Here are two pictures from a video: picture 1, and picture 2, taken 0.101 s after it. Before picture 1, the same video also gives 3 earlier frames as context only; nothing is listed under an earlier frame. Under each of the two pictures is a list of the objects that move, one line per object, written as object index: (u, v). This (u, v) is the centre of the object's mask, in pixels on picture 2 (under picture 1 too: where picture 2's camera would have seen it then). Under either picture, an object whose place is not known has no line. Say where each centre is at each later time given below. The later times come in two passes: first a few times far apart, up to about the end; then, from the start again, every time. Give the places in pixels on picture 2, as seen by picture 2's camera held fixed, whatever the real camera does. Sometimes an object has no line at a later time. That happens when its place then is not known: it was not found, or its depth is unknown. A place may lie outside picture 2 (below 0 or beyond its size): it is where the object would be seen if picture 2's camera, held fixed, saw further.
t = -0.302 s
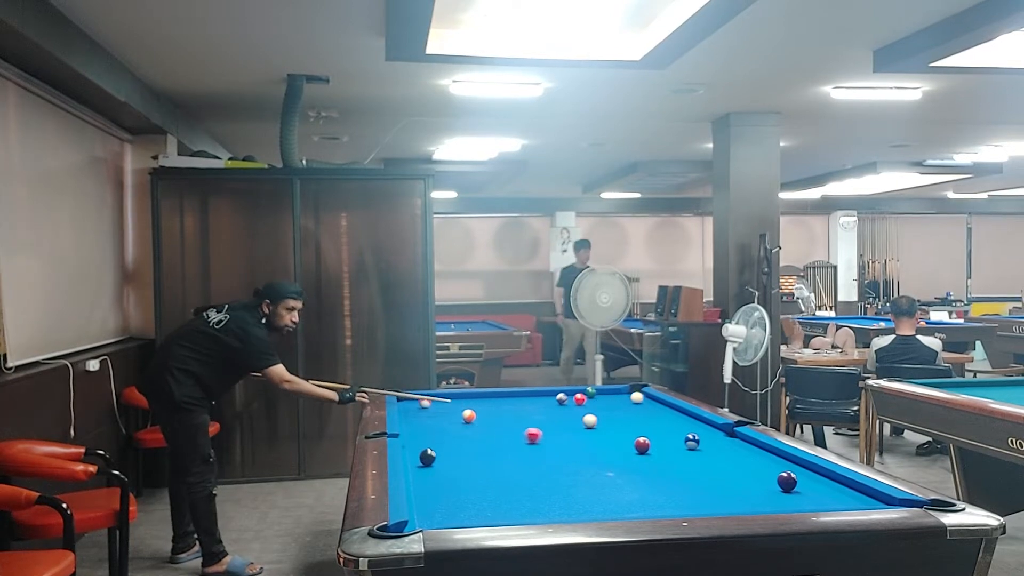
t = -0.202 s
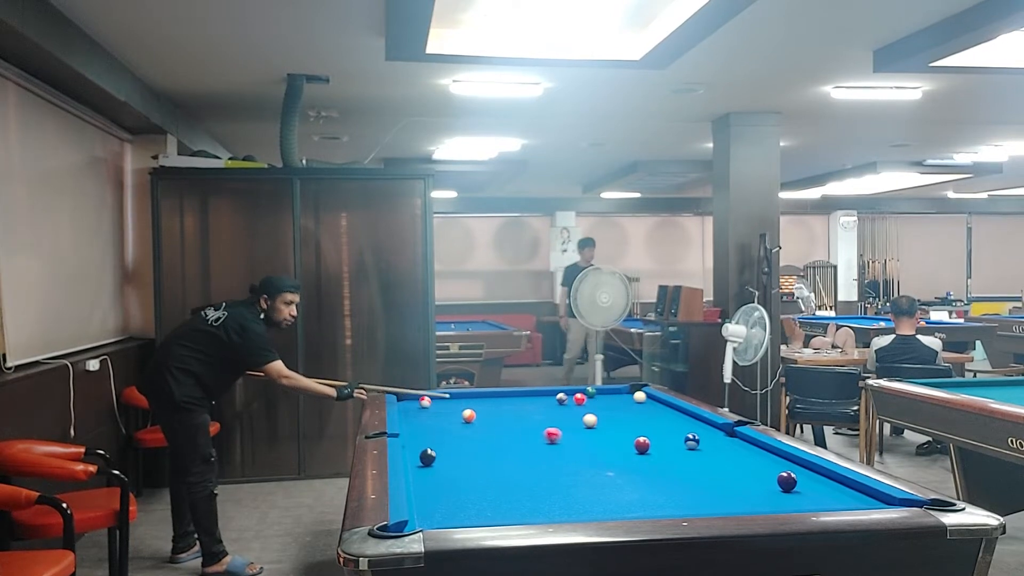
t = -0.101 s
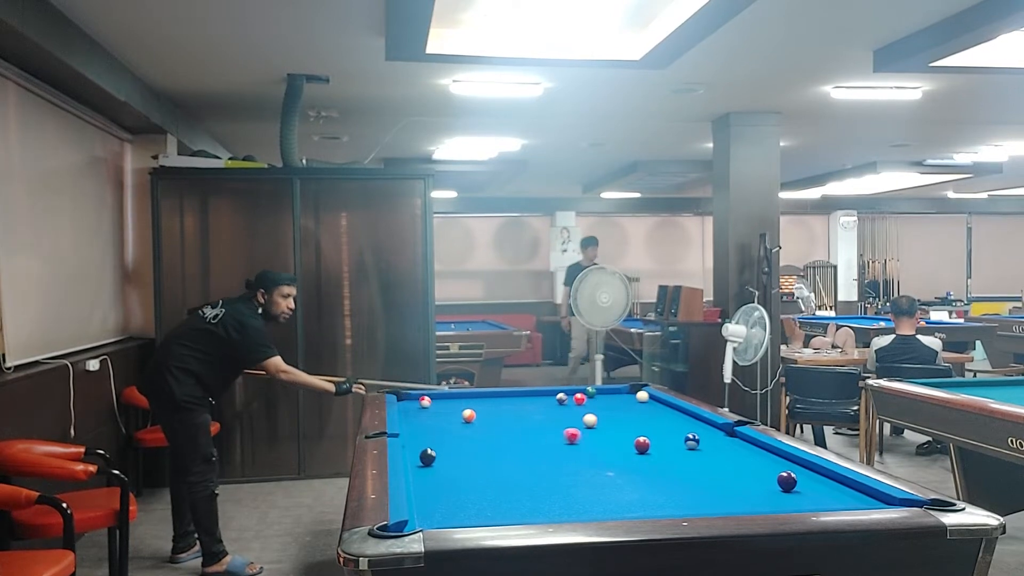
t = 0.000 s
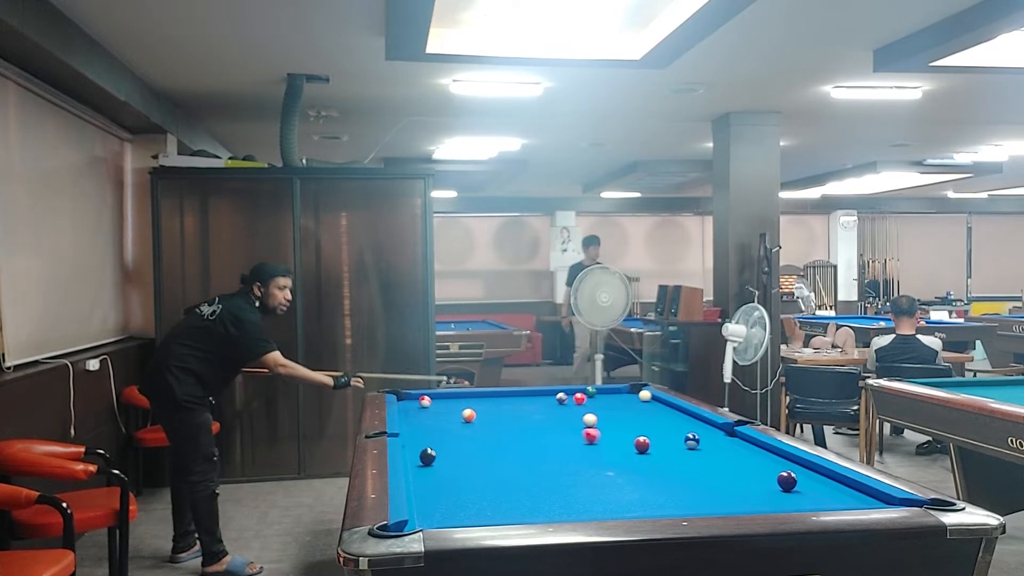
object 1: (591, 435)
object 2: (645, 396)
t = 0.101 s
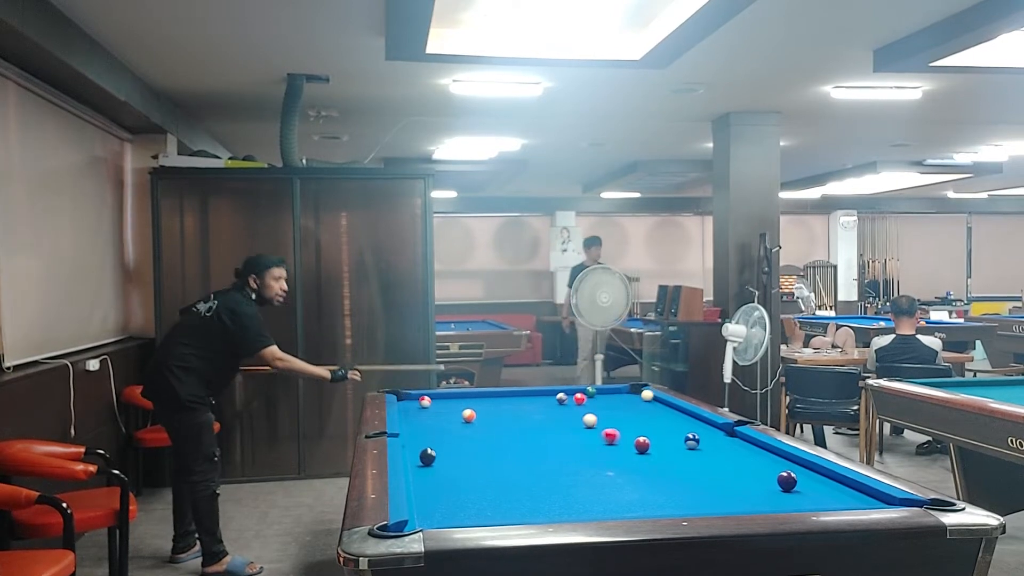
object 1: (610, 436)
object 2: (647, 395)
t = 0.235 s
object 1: (635, 434)
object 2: (644, 394)
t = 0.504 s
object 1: (685, 435)
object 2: (637, 393)
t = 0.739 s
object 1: (733, 438)
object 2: (631, 392)
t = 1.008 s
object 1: (728, 440)
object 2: (625, 391)
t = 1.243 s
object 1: (709, 442)
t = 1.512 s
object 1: (699, 444)
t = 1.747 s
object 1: (690, 447)
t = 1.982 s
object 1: (682, 449)
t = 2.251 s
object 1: (674, 451)
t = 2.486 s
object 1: (666, 454)
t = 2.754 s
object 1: (658, 456)
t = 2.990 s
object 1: (651, 458)
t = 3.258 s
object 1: (643, 460)
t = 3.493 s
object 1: (637, 461)
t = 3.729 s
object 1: (631, 463)
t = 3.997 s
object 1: (625, 465)
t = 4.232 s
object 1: (620, 466)
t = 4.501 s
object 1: (615, 468)
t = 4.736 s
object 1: (610, 469)
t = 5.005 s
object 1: (606, 470)
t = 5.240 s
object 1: (602, 471)
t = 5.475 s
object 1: (600, 471)
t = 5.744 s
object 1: (597, 472)
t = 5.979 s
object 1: (595, 472)
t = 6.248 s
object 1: (593, 472)
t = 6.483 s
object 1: (592, 472)
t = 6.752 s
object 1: (592, 472)
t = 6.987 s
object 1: (592, 472)
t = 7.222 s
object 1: (592, 472)
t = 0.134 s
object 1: (617, 436)
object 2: (646, 395)
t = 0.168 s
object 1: (623, 436)
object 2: (646, 395)
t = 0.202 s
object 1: (629, 436)
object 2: (645, 395)
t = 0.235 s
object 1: (635, 434)
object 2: (644, 394)
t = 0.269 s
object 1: (643, 434)
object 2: (643, 394)
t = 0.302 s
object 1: (650, 435)
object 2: (642, 394)
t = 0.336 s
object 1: (656, 437)
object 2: (641, 394)
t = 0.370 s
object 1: (662, 437)
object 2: (640, 394)
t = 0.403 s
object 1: (668, 437)
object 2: (640, 394)
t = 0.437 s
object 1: (675, 437)
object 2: (639, 394)
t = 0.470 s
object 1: (680, 437)
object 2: (638, 393)
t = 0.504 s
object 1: (685, 435)
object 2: (637, 393)
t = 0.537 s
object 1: (697, 435)
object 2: (636, 393)
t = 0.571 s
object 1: (703, 437)
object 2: (635, 393)
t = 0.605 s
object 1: (708, 438)
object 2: (635, 393)
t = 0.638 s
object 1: (714, 438)
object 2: (634, 393)
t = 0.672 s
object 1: (720, 438)
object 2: (633, 392)
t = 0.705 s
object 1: (727, 438)
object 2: (632, 392)
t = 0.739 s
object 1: (733, 438)
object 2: (631, 392)
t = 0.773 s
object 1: (740, 438)
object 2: (631, 392)
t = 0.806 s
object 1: (745, 438)
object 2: (630, 392)
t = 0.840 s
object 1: (743, 439)
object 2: (629, 392)
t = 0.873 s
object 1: (739, 439)
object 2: (628, 392)
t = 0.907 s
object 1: (737, 439)
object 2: (628, 392)
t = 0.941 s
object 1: (734, 440)
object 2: (627, 391)
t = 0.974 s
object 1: (731, 440)
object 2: (626, 391)
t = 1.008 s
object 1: (728, 440)
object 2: (625, 391)
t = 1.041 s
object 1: (725, 440)
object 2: (625, 391)
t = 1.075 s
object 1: (723, 441)
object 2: (624, 391)
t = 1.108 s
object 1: (720, 441)
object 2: (623, 391)
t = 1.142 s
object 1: (717, 441)
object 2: (623, 391)
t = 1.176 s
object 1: (715, 441)
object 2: (622, 391)
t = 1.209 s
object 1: (712, 442)
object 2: (621, 390)
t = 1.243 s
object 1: (709, 442)
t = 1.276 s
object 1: (707, 442)
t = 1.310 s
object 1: (706, 442)
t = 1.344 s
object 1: (704, 443)
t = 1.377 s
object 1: (703, 443)
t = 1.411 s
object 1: (702, 443)
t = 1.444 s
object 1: (701, 444)
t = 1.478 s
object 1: (700, 444)
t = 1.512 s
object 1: (699, 444)
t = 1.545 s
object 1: (698, 445)
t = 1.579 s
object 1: (696, 445)
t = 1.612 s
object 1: (695, 445)
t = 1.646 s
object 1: (694, 446)
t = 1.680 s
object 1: (693, 446)
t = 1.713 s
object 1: (691, 446)
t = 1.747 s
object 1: (690, 447)
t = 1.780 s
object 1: (689, 447)
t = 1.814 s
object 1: (688, 447)
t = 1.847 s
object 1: (687, 447)
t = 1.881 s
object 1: (686, 448)
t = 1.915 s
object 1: (685, 448)
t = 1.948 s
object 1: (683, 449)
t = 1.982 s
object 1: (682, 449)
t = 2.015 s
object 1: (681, 449)
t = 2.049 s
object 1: (680, 449)
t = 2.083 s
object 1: (679, 450)
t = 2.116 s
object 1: (678, 450)
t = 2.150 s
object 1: (677, 450)
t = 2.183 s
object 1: (676, 451)
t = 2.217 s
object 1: (675, 451)
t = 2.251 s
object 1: (674, 451)
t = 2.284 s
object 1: (672, 452)
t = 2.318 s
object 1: (671, 452)
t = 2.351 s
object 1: (670, 452)
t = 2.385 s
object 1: (669, 453)
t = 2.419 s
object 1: (668, 453)
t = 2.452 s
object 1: (667, 453)
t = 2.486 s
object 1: (666, 454)
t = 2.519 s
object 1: (665, 454)
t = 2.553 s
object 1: (664, 454)
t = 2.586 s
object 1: (663, 454)
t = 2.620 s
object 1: (662, 455)
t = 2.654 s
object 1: (661, 455)
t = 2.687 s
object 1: (660, 455)
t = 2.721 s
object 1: (659, 455)
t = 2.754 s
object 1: (658, 456)
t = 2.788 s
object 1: (657, 456)
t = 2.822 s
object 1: (656, 456)
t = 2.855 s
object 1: (655, 457)
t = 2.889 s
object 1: (654, 457)
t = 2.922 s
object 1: (653, 457)
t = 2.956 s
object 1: (652, 457)
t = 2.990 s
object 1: (651, 458)
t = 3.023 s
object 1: (650, 458)
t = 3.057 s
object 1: (649, 458)
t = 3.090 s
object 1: (648, 459)
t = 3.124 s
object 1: (647, 459)
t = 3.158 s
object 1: (646, 459)
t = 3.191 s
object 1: (645, 459)
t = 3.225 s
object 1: (644, 460)
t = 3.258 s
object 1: (643, 460)
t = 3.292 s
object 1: (642, 460)
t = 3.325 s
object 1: (641, 460)
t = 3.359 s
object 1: (640, 461)
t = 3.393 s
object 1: (639, 461)
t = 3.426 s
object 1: (639, 461)
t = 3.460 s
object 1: (638, 461)
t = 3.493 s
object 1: (637, 461)
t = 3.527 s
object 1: (636, 462)
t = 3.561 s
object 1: (635, 462)
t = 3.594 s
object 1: (634, 462)
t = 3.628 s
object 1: (633, 462)
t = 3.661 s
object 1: (633, 463)
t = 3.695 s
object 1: (632, 463)
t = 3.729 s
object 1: (631, 463)
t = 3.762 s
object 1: (630, 463)
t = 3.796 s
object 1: (630, 463)
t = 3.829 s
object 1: (629, 464)
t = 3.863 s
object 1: (628, 464)
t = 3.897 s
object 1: (627, 464)
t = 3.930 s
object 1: (626, 464)
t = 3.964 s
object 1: (626, 465)
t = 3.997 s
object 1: (625, 465)
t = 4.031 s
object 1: (624, 465)
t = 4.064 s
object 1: (624, 465)
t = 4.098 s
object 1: (623, 466)
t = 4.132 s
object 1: (622, 466)
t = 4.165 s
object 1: (621, 466)
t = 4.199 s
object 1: (621, 466)
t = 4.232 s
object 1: (620, 466)
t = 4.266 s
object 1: (620, 466)
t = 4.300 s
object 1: (619, 467)
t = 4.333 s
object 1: (618, 467)
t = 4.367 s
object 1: (617, 467)
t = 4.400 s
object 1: (617, 467)
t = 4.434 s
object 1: (616, 467)
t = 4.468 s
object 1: (615, 468)
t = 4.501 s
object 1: (615, 468)
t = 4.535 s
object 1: (614, 468)
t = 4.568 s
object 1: (614, 468)
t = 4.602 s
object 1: (613, 468)
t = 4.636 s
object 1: (612, 468)
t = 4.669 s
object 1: (612, 469)
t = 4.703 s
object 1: (611, 469)
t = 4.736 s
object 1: (610, 469)
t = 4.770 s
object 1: (610, 469)
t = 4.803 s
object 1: (609, 469)
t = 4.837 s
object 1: (609, 469)
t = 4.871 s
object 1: (608, 469)
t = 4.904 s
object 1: (607, 469)
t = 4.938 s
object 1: (607, 469)
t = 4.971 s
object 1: (606, 470)
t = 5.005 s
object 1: (606, 470)
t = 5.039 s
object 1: (605, 470)
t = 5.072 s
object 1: (605, 470)
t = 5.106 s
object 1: (604, 470)
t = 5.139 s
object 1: (604, 470)
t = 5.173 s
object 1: (603, 470)
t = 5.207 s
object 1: (603, 470)
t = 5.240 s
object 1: (602, 471)
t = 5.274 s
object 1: (602, 471)
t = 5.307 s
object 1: (602, 471)
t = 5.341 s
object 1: (601, 471)
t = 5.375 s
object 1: (601, 471)
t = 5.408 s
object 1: (600, 471)
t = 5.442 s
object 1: (600, 471)
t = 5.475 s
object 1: (600, 471)
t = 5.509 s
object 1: (599, 471)
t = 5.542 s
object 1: (599, 471)
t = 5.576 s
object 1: (599, 471)
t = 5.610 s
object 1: (598, 472)
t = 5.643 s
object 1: (598, 472)
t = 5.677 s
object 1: (598, 472)
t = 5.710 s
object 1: (597, 472)
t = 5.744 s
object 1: (597, 472)
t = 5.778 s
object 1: (597, 472)
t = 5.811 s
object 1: (597, 472)
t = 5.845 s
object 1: (596, 472)
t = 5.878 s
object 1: (596, 472)
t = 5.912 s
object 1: (596, 472)
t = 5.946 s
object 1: (596, 472)
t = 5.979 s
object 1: (595, 472)
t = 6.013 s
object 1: (595, 472)
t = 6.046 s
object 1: (595, 472)
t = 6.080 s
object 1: (595, 472)
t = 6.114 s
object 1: (594, 472)
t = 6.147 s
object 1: (594, 472)
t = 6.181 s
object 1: (594, 472)
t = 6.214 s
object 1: (593, 472)
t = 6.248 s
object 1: (593, 472)
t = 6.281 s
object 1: (593, 472)
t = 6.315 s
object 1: (593, 472)
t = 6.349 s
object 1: (592, 472)
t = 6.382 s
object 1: (592, 472)
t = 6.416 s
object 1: (592, 472)
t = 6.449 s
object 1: (592, 472)
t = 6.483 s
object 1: (592, 472)
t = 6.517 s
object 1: (592, 472)
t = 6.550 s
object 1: (592, 472)
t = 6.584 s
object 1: (592, 472)
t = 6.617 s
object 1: (592, 472)
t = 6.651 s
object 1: (592, 472)
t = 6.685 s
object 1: (592, 472)
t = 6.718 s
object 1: (592, 472)
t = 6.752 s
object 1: (592, 472)
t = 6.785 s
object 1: (592, 472)
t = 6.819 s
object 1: (592, 472)
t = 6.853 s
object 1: (592, 472)
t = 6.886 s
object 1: (592, 472)
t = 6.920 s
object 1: (592, 472)
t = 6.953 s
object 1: (592, 472)
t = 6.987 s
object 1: (592, 472)
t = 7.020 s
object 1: (592, 472)
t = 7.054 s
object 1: (592, 472)
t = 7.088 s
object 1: (592, 472)
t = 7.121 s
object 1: (592, 472)
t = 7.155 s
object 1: (592, 472)
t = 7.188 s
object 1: (592, 472)
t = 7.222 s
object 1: (592, 472)
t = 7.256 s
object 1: (592, 472)
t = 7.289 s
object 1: (592, 472)
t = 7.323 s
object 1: (592, 472)
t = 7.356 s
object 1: (592, 472)
